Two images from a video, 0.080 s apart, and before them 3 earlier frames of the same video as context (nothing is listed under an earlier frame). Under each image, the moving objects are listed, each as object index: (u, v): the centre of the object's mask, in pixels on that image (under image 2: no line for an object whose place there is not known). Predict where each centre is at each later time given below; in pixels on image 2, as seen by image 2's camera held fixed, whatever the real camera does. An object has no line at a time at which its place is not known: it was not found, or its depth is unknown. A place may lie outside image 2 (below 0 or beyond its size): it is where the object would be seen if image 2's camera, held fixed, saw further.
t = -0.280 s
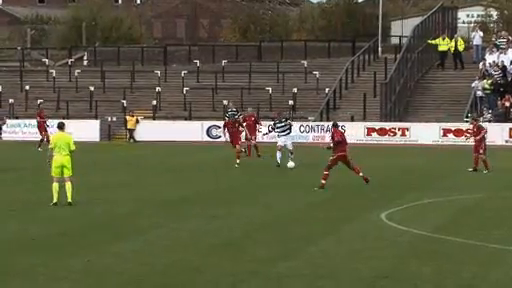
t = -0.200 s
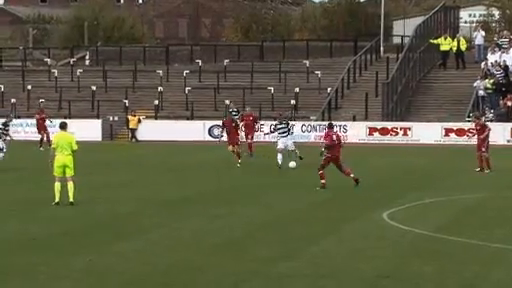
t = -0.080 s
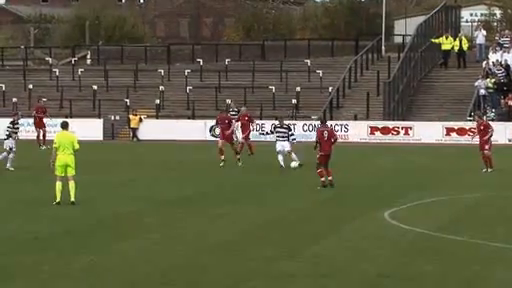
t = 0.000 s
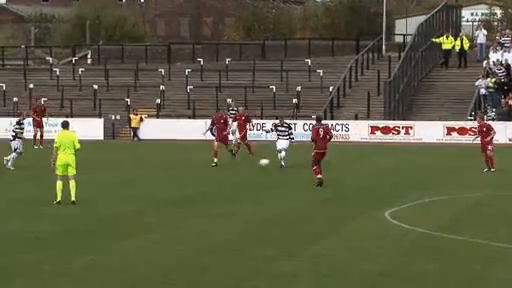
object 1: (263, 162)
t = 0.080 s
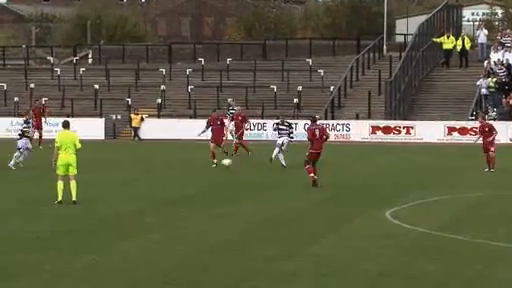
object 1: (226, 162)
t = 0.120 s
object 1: (206, 163)
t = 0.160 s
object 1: (186, 164)
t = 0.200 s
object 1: (166, 167)
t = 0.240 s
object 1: (146, 170)
